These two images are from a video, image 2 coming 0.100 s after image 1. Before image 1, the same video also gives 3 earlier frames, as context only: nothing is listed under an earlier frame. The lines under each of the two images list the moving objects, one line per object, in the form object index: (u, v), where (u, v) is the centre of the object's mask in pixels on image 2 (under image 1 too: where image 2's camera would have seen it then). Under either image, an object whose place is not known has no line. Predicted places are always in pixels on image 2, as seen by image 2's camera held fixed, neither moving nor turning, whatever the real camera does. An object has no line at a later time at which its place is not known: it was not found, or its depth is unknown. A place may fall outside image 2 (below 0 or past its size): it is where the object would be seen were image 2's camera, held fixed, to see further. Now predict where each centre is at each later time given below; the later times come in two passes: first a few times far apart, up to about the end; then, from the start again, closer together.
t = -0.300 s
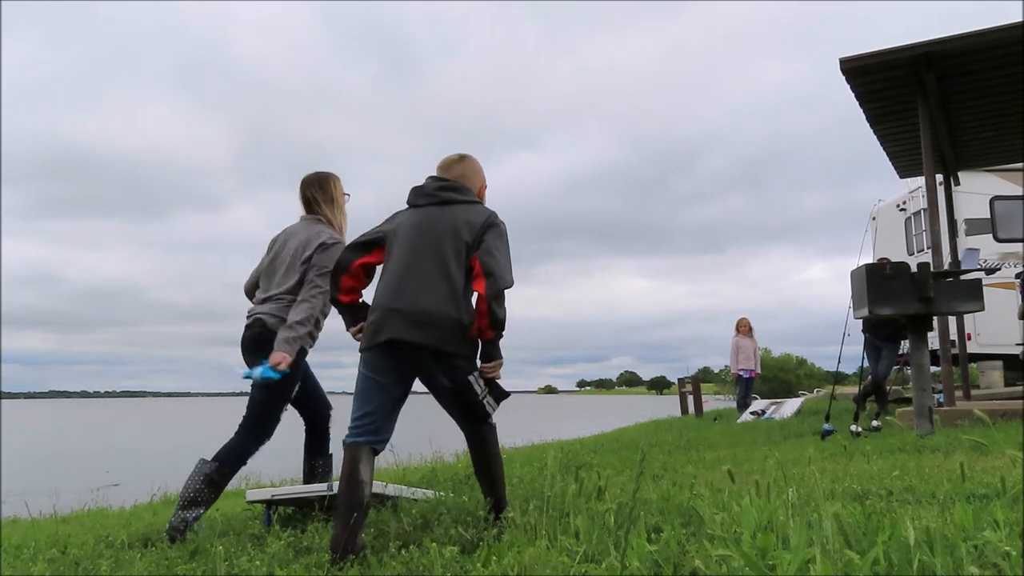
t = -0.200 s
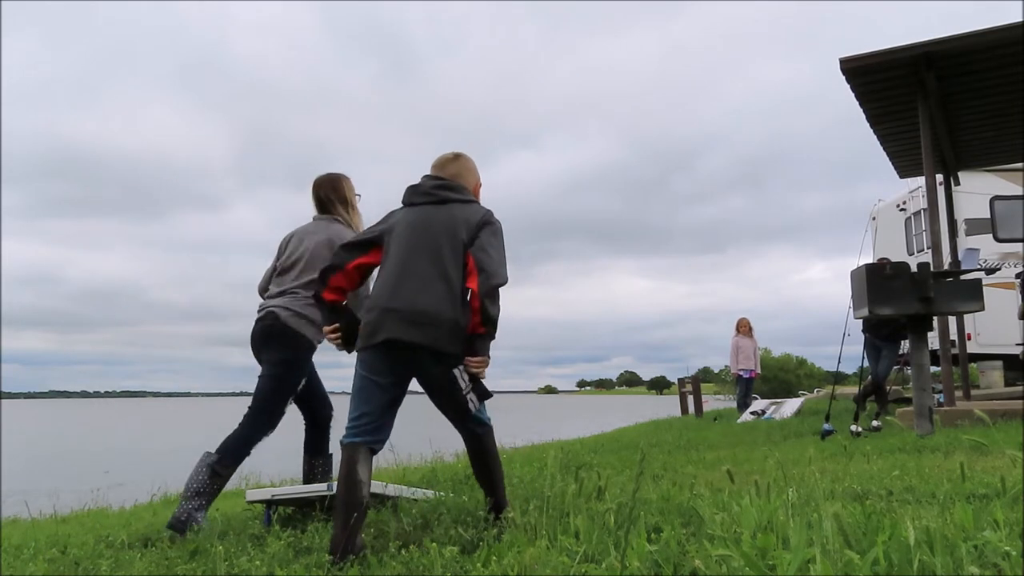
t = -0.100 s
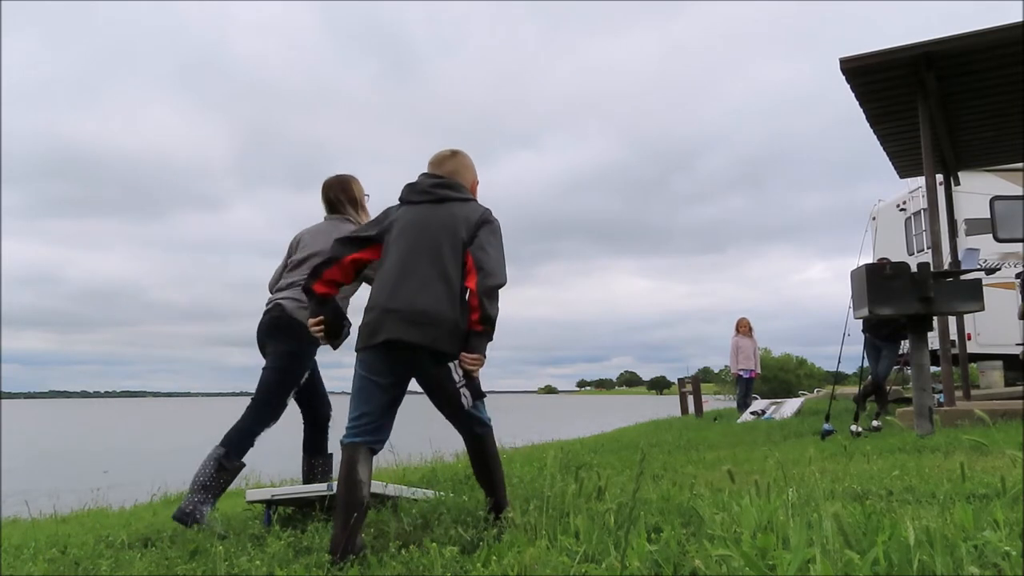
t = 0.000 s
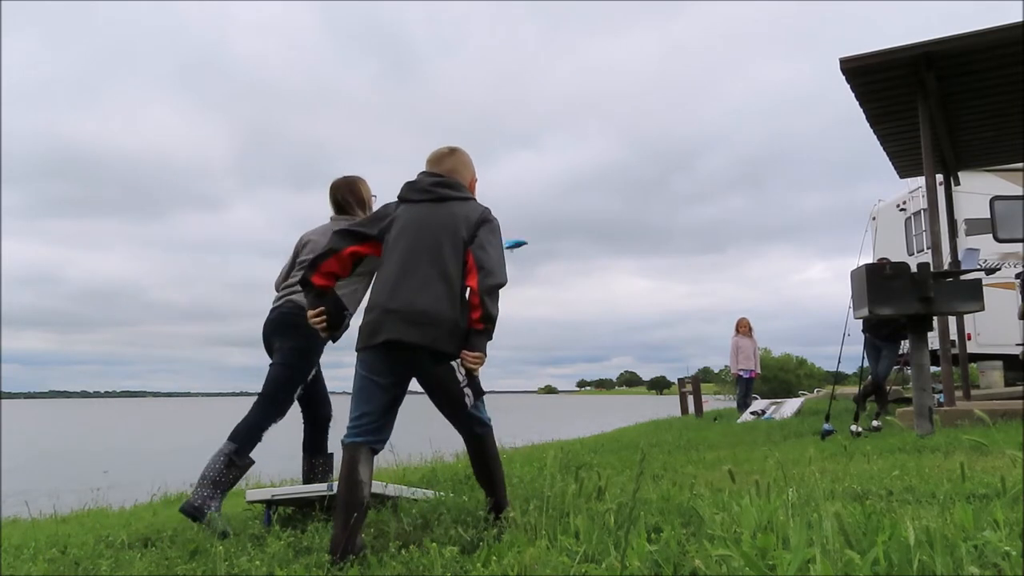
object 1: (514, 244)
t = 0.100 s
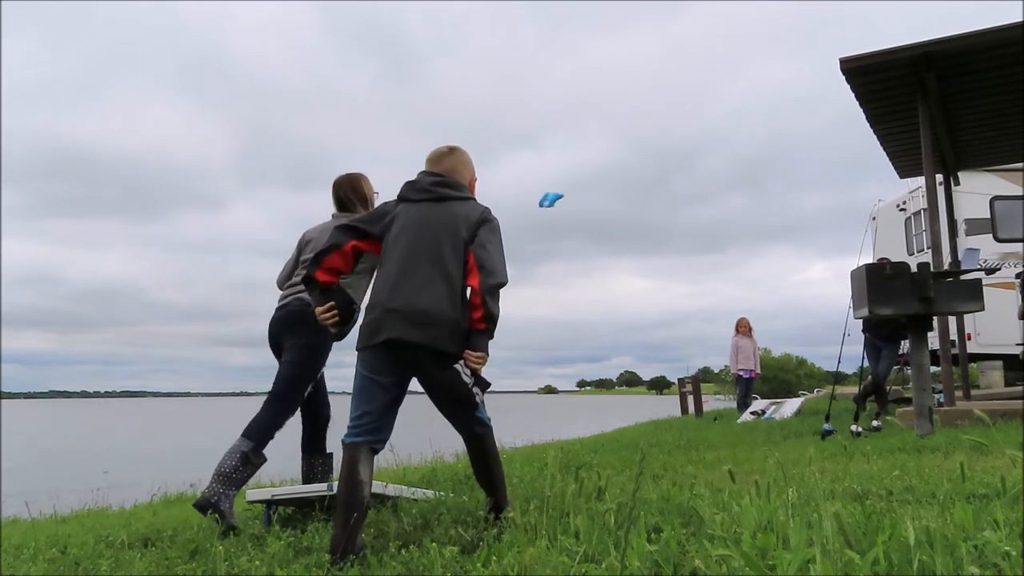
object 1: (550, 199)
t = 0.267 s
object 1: (600, 167)
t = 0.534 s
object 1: (661, 192)
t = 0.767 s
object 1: (701, 269)
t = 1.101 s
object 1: (748, 416)
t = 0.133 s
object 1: (561, 189)
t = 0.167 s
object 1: (572, 181)
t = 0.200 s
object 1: (582, 175)
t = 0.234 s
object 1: (591, 170)
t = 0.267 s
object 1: (600, 167)
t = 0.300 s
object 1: (609, 166)
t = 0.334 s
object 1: (617, 166)
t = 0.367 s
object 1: (625, 167)
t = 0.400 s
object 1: (633, 170)
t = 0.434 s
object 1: (640, 173)
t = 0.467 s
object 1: (647, 179)
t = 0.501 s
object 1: (654, 185)
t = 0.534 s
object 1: (661, 192)
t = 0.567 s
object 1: (667, 201)
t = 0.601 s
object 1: (673, 210)
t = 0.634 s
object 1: (679, 220)
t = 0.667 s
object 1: (685, 231)
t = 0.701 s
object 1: (691, 243)
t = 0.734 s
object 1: (696, 256)
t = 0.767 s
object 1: (701, 269)
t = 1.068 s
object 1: (746, 416)
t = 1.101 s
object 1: (748, 416)
